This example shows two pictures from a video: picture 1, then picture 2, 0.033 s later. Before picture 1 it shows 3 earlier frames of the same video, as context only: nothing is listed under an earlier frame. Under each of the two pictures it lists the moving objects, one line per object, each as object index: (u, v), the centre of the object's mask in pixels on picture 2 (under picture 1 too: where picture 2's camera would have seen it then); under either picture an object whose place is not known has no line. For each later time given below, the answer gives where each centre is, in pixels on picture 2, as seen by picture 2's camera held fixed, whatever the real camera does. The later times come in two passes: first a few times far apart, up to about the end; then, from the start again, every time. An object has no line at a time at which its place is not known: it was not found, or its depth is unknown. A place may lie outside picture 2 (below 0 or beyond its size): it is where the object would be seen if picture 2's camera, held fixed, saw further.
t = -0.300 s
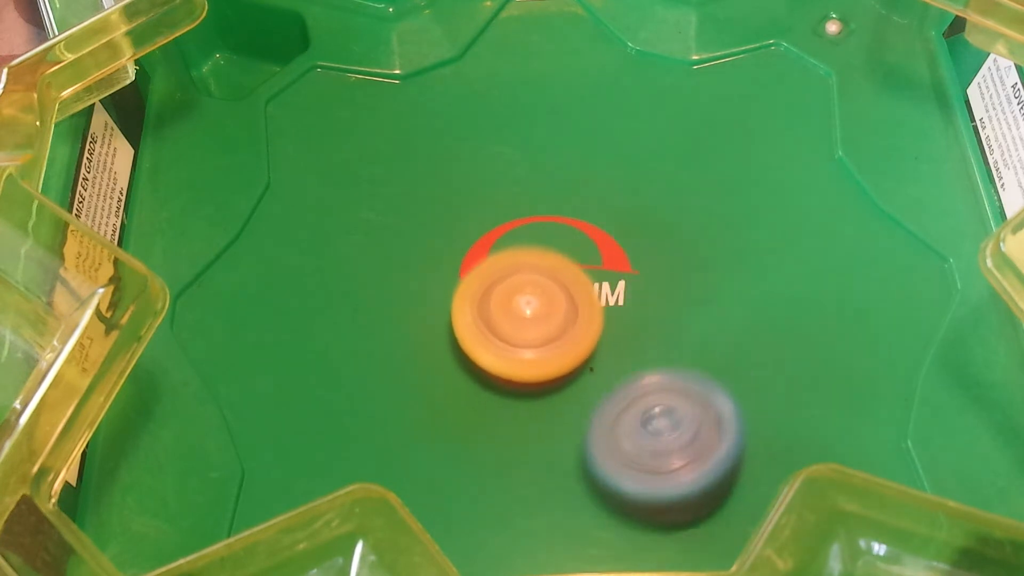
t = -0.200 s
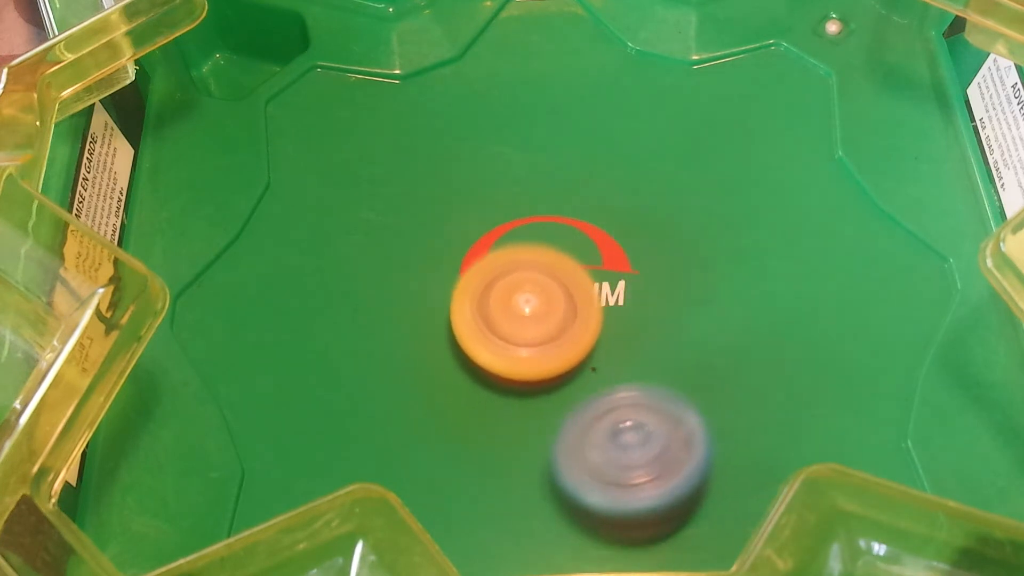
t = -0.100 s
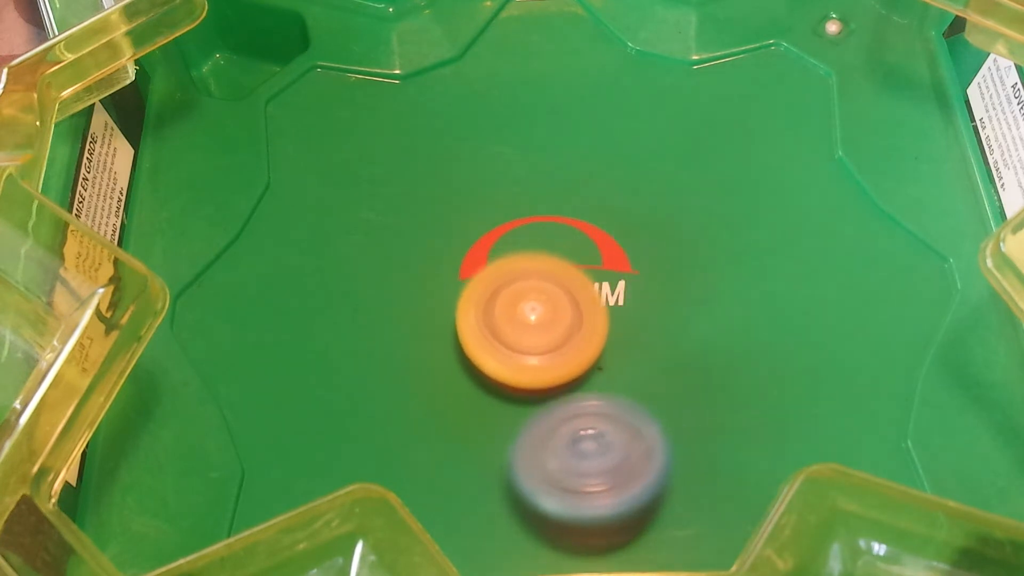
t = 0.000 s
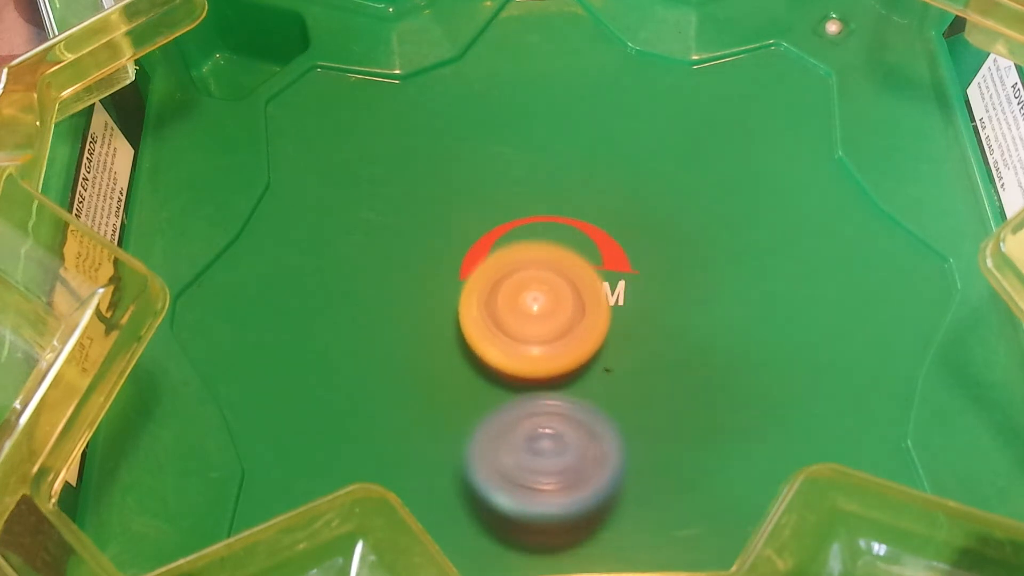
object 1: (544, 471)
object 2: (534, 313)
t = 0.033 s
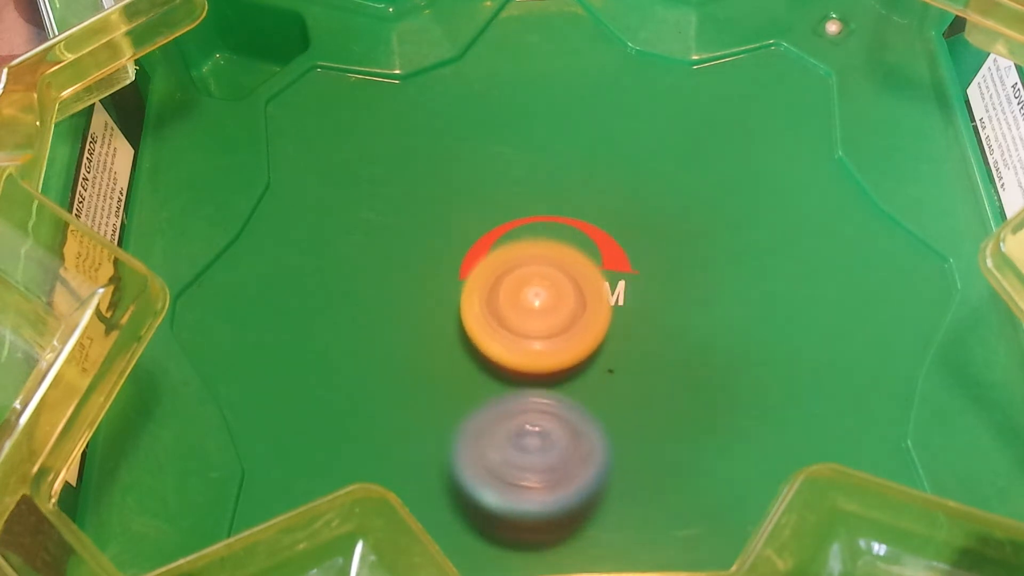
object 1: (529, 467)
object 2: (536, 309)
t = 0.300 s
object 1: (436, 407)
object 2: (550, 305)
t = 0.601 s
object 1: (402, 302)
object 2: (583, 281)
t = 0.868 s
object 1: (428, 209)
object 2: (589, 303)
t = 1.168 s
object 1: (504, 157)
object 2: (649, 321)
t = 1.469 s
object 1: (607, 183)
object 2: (612, 320)
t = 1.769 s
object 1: (689, 262)
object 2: (555, 373)
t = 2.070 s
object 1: (699, 374)
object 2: (527, 382)
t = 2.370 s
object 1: (638, 453)
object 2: (444, 353)
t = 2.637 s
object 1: (528, 448)
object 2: (446, 314)
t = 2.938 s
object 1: (427, 435)
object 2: (487, 178)
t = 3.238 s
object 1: (422, 347)
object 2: (525, 134)
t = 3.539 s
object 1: (444, 277)
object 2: (640, 191)
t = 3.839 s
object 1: (500, 273)
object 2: (739, 272)
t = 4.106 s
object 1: (576, 289)
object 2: (719, 377)
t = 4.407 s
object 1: (633, 309)
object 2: (594, 472)
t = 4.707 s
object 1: (627, 330)
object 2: (445, 442)
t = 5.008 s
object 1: (563, 347)
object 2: (391, 323)
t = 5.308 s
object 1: (499, 342)
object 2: (451, 206)
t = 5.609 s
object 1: (478, 322)
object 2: (572, 161)
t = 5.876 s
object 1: (509, 295)
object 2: (665, 210)
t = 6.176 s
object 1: (525, 266)
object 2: (704, 345)
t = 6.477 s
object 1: (520, 288)
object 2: (617, 447)
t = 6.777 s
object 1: (568, 316)
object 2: (472, 426)
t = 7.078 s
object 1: (598, 337)
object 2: (411, 306)
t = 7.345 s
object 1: (596, 331)
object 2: (460, 209)
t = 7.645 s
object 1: (548, 320)
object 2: (582, 186)
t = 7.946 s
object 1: (479, 371)
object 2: (709, 231)
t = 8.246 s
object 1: (466, 364)
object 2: (688, 367)
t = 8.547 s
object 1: (507, 304)
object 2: (536, 470)
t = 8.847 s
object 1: (569, 260)
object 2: (417, 404)
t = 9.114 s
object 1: (630, 273)
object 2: (427, 269)
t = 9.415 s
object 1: (638, 330)
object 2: (554, 176)
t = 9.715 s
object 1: (566, 363)
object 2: (682, 227)
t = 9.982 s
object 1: (500, 332)
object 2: (685, 360)
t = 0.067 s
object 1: (514, 464)
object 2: (538, 305)
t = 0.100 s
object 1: (501, 458)
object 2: (541, 303)
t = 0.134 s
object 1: (487, 452)
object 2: (546, 303)
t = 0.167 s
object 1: (474, 445)
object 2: (552, 303)
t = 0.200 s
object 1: (463, 437)
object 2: (554, 304)
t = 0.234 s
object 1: (453, 428)
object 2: (553, 304)
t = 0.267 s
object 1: (444, 418)
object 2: (551, 304)
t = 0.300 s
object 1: (436, 407)
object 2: (550, 305)
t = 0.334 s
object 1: (428, 397)
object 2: (553, 307)
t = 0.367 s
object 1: (421, 386)
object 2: (557, 304)
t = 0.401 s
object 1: (415, 374)
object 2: (561, 301)
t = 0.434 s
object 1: (410, 362)
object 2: (566, 299)
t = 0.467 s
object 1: (406, 350)
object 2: (571, 295)
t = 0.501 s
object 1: (403, 338)
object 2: (577, 292)
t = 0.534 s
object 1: (402, 326)
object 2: (580, 289)
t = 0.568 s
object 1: (402, 313)
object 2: (582, 286)
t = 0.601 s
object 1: (402, 302)
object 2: (583, 281)
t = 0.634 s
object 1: (404, 290)
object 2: (583, 279)
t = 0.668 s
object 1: (406, 278)
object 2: (576, 280)
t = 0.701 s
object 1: (409, 267)
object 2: (571, 282)
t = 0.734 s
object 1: (413, 255)
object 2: (567, 285)
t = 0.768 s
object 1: (418, 246)
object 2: (565, 286)
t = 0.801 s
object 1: (422, 233)
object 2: (568, 291)
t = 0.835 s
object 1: (423, 221)
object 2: (579, 298)
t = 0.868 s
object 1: (428, 209)
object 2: (589, 303)
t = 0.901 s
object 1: (433, 200)
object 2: (598, 308)
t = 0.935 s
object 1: (440, 191)
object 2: (606, 311)
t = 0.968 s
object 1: (447, 184)
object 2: (614, 314)
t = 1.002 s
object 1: (456, 176)
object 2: (621, 316)
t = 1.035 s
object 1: (464, 171)
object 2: (628, 317)
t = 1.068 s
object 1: (473, 166)
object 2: (635, 320)
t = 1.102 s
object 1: (483, 162)
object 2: (641, 320)
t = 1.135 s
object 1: (494, 159)
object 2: (646, 320)
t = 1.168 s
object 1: (504, 157)
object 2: (649, 321)
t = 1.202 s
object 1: (516, 156)
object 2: (649, 318)
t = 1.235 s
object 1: (527, 156)
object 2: (650, 316)
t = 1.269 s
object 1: (538, 157)
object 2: (648, 315)
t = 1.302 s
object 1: (550, 159)
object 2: (644, 313)
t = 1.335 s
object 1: (562, 162)
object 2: (640, 313)
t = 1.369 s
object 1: (574, 166)
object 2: (634, 314)
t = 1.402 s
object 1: (586, 172)
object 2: (627, 315)
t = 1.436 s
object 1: (596, 177)
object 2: (621, 318)
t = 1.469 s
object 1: (607, 183)
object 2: (612, 320)
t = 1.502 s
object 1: (619, 190)
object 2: (604, 325)
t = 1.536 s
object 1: (631, 196)
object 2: (595, 335)
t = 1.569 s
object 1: (641, 203)
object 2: (586, 343)
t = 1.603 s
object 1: (651, 211)
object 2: (579, 350)
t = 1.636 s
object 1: (660, 220)
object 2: (573, 356)
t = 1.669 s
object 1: (669, 230)
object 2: (567, 362)
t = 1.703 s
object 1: (677, 240)
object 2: (563, 366)
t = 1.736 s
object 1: (683, 251)
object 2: (559, 370)
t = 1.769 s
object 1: (689, 262)
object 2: (555, 373)
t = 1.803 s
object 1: (694, 274)
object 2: (551, 376)
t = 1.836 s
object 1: (698, 286)
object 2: (548, 379)
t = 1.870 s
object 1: (700, 299)
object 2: (545, 380)
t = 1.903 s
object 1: (701, 312)
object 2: (542, 381)
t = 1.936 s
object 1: (703, 323)
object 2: (540, 382)
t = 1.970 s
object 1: (702, 337)
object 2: (538, 383)
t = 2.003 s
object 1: (700, 350)
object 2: (537, 383)
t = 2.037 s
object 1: (698, 361)
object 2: (537, 383)
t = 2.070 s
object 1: (699, 374)
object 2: (527, 382)
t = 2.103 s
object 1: (699, 386)
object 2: (514, 380)
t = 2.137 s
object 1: (697, 397)
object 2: (503, 377)
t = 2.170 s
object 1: (692, 408)
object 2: (493, 375)
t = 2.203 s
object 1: (686, 418)
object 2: (482, 372)
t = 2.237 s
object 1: (678, 427)
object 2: (473, 368)
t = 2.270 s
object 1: (670, 435)
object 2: (464, 365)
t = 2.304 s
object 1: (660, 443)
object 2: (456, 362)
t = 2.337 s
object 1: (649, 448)
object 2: (449, 358)
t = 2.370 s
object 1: (638, 453)
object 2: (444, 353)
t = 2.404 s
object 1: (625, 456)
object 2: (440, 350)
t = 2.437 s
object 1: (612, 459)
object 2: (438, 346)
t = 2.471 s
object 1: (598, 460)
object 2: (437, 341)
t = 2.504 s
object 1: (584, 460)
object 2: (437, 337)
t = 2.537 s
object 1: (570, 459)
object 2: (437, 333)
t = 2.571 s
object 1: (556, 457)
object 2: (439, 328)
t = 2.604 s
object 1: (542, 453)
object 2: (442, 321)
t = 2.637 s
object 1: (528, 448)
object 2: (446, 314)
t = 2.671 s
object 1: (514, 442)
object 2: (451, 307)
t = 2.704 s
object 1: (502, 436)
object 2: (456, 299)
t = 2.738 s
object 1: (490, 434)
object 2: (461, 288)
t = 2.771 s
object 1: (475, 447)
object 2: (468, 259)
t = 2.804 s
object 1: (461, 452)
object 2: (475, 233)
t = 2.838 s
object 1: (451, 450)
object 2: (481, 218)
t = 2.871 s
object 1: (442, 446)
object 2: (483, 203)
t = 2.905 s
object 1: (434, 441)
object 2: (485, 190)
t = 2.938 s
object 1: (427, 435)
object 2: (487, 178)
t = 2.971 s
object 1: (422, 428)
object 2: (490, 167)
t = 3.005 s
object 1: (417, 421)
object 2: (493, 157)
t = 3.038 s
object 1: (414, 413)
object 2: (496, 150)
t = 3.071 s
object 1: (413, 403)
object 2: (499, 144)
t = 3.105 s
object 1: (412, 392)
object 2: (502, 140)
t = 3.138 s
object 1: (413, 381)
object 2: (507, 136)
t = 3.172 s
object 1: (415, 370)
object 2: (513, 134)
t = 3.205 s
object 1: (418, 359)
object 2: (519, 133)
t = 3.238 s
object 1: (422, 347)
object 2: (525, 134)
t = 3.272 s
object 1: (427, 336)
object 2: (532, 137)
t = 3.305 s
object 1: (433, 325)
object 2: (540, 141)
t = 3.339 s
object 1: (440, 314)
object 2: (549, 147)
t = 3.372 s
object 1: (447, 305)
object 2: (557, 155)
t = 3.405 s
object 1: (454, 295)
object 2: (565, 163)
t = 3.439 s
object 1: (463, 285)
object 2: (574, 175)
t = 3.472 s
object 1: (470, 276)
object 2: (583, 184)
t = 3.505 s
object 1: (456, 275)
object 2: (611, 188)
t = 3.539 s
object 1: (444, 277)
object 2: (640, 191)
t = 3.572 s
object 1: (442, 277)
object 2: (661, 197)
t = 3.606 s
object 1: (445, 276)
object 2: (677, 205)
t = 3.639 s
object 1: (450, 275)
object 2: (689, 212)
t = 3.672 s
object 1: (457, 274)
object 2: (700, 220)
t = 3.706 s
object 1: (464, 273)
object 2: (711, 229)
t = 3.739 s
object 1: (472, 273)
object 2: (720, 238)
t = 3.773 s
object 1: (481, 272)
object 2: (728, 249)
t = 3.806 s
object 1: (490, 272)
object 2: (734, 260)
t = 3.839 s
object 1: (500, 273)
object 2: (739, 272)
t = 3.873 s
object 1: (509, 275)
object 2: (742, 285)
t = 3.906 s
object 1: (518, 276)
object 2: (743, 297)
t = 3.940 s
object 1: (528, 277)
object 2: (743, 310)
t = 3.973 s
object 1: (538, 278)
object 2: (742, 325)
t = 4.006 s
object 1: (549, 280)
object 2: (739, 339)
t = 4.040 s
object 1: (558, 282)
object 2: (734, 351)
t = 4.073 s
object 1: (567, 285)
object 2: (727, 365)
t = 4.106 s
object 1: (576, 289)
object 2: (719, 377)
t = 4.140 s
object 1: (585, 293)
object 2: (709, 389)
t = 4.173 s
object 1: (593, 296)
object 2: (697, 401)
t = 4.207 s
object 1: (600, 296)
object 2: (686, 416)
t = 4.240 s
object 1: (607, 298)
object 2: (672, 431)
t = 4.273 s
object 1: (613, 300)
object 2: (658, 443)
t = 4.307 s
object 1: (619, 302)
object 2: (643, 452)
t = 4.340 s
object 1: (624, 305)
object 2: (627, 461)
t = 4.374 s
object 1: (629, 307)
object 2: (611, 467)
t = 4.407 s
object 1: (633, 309)
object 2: (594, 472)
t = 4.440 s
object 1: (635, 312)
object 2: (576, 476)
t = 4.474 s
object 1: (637, 314)
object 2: (559, 477)
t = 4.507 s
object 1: (638, 316)
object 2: (542, 477)
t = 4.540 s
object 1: (638, 318)
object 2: (524, 475)
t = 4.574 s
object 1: (637, 320)
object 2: (507, 472)
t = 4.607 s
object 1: (636, 322)
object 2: (490, 467)
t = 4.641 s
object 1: (634, 325)
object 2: (474, 460)
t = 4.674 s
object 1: (631, 327)
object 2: (459, 452)
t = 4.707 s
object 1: (627, 330)
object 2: (445, 442)
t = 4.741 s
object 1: (622, 333)
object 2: (433, 431)
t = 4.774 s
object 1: (616, 335)
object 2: (421, 420)
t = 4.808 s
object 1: (609, 338)
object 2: (412, 408)
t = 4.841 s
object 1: (602, 339)
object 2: (404, 395)
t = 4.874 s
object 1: (595, 341)
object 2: (398, 381)
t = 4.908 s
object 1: (587, 343)
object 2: (394, 366)
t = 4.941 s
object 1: (580, 345)
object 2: (392, 352)
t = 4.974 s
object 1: (572, 346)
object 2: (390, 337)
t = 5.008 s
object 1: (563, 347)
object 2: (391, 323)
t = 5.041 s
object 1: (556, 348)
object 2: (393, 308)
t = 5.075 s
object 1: (548, 349)
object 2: (396, 293)
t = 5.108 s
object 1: (540, 349)
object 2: (401, 279)
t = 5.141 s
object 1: (532, 349)
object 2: (406, 266)
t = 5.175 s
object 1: (525, 348)
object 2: (413, 252)
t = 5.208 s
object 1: (517, 347)
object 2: (420, 239)
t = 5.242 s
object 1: (511, 345)
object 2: (429, 227)
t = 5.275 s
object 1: (504, 344)
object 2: (440, 216)
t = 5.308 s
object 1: (499, 342)
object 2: (451, 206)
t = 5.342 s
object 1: (494, 341)
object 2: (462, 197)
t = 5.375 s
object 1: (489, 339)
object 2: (474, 189)
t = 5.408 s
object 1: (485, 337)
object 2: (487, 181)
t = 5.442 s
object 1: (482, 335)
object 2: (501, 175)
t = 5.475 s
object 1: (479, 333)
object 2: (515, 169)
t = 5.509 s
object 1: (477, 331)
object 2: (529, 165)
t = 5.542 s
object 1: (477, 328)
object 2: (543, 162)
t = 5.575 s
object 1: (477, 325)
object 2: (558, 161)
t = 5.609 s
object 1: (478, 322)
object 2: (572, 161)
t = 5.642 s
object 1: (480, 318)
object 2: (586, 162)
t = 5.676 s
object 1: (483, 315)
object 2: (600, 165)
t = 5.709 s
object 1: (486, 312)
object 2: (612, 169)
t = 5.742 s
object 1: (490, 309)
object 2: (624, 175)
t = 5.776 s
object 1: (494, 305)
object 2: (636, 182)
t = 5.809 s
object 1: (499, 302)
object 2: (647, 190)
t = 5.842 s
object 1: (504, 299)
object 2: (656, 200)
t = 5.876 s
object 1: (509, 295)
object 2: (665, 210)
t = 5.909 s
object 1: (515, 292)
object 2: (673, 221)
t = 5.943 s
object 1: (520, 289)
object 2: (680, 234)
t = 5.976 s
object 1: (526, 286)
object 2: (685, 248)
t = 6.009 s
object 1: (532, 283)
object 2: (689, 262)
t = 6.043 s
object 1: (537, 279)
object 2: (691, 277)
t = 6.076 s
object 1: (542, 277)
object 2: (694, 292)
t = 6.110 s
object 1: (535, 273)
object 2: (701, 311)
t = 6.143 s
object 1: (529, 269)
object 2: (705, 328)
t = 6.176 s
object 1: (525, 266)
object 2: (704, 345)
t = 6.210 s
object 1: (520, 263)
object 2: (701, 360)
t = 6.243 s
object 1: (519, 264)
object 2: (696, 375)
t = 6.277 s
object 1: (519, 269)
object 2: (690, 389)
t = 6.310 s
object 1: (518, 272)
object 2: (682, 402)
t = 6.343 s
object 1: (519, 275)
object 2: (672, 414)
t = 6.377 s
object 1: (521, 280)
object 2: (661, 424)
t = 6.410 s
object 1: (524, 281)
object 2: (647, 434)
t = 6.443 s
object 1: (523, 284)
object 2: (633, 442)
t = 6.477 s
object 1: (520, 288)
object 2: (617, 447)
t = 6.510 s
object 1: (523, 291)
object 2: (601, 452)
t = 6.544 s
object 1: (526, 295)
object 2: (583, 454)
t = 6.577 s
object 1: (532, 299)
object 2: (566, 455)
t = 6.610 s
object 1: (540, 301)
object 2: (548, 454)
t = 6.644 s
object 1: (544, 306)
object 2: (531, 451)
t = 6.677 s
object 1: (551, 308)
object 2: (514, 446)
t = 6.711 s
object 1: (559, 311)
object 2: (499, 441)
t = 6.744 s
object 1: (563, 314)
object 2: (485, 434)
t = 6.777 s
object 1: (568, 316)
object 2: (472, 426)
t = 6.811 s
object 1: (570, 318)
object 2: (459, 416)
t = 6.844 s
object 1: (575, 322)
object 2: (448, 405)
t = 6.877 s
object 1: (577, 326)
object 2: (437, 392)
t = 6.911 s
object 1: (580, 328)
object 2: (428, 378)
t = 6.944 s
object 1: (584, 330)
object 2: (421, 364)
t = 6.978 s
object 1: (588, 332)
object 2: (416, 350)
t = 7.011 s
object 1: (591, 334)
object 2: (413, 335)
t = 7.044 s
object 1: (595, 336)
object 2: (411, 321)
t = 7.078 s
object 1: (598, 337)
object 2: (411, 306)
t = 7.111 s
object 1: (600, 338)
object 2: (413, 291)
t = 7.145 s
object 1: (602, 338)
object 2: (416, 276)
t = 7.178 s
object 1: (603, 338)
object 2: (421, 261)
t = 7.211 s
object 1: (603, 337)
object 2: (426, 248)
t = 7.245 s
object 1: (603, 336)
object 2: (433, 237)
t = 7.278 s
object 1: (602, 335)
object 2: (441, 227)
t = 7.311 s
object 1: (599, 333)
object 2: (449, 218)
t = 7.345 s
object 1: (596, 331)
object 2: (460, 209)
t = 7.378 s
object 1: (593, 330)
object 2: (472, 201)
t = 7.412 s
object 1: (589, 328)
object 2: (485, 194)
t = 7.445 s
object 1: (584, 326)
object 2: (497, 189)
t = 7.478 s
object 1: (579, 324)
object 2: (511, 185)
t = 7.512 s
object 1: (573, 322)
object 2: (525, 183)
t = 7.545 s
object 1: (568, 320)
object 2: (537, 181)
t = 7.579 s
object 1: (561, 321)
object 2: (552, 182)
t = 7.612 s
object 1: (553, 320)
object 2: (567, 183)
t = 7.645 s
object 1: (548, 320)
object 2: (582, 186)
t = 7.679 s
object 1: (537, 328)
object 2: (599, 186)
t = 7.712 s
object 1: (524, 341)
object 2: (621, 182)
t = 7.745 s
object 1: (515, 347)
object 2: (641, 183)
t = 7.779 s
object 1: (510, 353)
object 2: (656, 187)
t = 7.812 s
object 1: (503, 359)
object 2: (669, 192)
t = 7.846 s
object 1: (497, 363)
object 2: (681, 199)
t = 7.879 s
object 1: (490, 367)
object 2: (691, 208)
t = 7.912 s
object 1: (484, 370)
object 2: (701, 219)
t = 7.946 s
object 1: (479, 371)
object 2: (709, 231)
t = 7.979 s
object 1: (474, 373)
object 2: (715, 244)
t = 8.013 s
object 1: (469, 375)
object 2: (718, 257)
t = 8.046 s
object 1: (465, 375)
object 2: (720, 270)
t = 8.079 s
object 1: (462, 375)
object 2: (720, 286)
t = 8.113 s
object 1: (461, 374)
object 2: (717, 304)
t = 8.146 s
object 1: (461, 372)
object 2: (713, 320)
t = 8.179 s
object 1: (461, 370)
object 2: (706, 335)
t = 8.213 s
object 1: (463, 368)
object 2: (698, 351)
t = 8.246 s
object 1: (466, 364)
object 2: (688, 367)
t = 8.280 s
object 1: (470, 359)
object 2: (675, 383)
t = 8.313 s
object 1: (474, 355)
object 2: (660, 399)
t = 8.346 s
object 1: (480, 350)
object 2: (642, 412)
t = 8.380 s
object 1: (486, 346)
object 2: (624, 422)
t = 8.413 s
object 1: (490, 339)
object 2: (609, 433)
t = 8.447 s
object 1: (495, 329)
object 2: (593, 448)
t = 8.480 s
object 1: (498, 320)
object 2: (574, 462)
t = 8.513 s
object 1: (502, 312)
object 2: (554, 468)
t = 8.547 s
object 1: (507, 304)
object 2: (536, 470)
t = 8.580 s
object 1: (511, 298)
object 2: (521, 471)
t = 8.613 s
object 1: (517, 291)
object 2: (503, 470)
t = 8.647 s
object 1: (522, 283)
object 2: (486, 466)
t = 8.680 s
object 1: (529, 276)
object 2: (471, 459)
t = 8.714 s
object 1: (537, 271)
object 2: (458, 452)
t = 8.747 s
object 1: (544, 267)
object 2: (445, 442)
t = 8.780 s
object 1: (552, 264)
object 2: (433, 429)
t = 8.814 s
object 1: (560, 263)
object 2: (424, 416)
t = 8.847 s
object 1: (569, 260)
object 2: (417, 404)
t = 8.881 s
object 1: (577, 260)
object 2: (412, 387)
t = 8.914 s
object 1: (586, 258)
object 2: (408, 370)
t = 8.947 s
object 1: (594, 259)
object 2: (406, 352)
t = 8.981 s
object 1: (603, 259)
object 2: (407, 337)
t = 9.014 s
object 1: (611, 261)
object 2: (410, 319)
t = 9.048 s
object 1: (618, 263)
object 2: (414, 300)
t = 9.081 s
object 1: (625, 268)
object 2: (420, 283)
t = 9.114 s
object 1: (630, 273)
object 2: (427, 269)
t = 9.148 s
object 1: (636, 277)
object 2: (439, 253)
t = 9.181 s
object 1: (640, 283)
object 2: (450, 236)
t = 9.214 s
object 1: (643, 289)
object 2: (460, 224)
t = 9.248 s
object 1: (645, 295)
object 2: (474, 214)
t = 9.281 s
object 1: (645, 302)
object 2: (491, 202)
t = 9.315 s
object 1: (645, 309)
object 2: (506, 192)
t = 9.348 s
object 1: (644, 316)
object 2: (520, 186)
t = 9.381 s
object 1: (641, 323)
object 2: (536, 181)
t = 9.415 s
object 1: (638, 330)
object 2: (554, 176)
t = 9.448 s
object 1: (633, 337)
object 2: (570, 175)
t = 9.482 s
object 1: (627, 343)
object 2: (585, 176)
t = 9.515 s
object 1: (621, 348)
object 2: (602, 177)
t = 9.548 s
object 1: (612, 352)
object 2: (617, 180)
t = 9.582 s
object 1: (605, 357)
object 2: (633, 187)
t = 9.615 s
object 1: (596, 360)
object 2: (647, 194)
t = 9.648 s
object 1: (586, 362)
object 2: (659, 202)
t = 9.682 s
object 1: (576, 363)
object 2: (670, 213)
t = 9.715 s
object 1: (566, 363)
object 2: (682, 227)
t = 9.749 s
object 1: (556, 363)
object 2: (690, 239)
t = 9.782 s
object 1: (547, 361)
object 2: (695, 252)
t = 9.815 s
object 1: (538, 359)
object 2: (698, 270)
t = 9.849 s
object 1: (529, 354)
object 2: (701, 288)
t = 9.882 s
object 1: (520, 349)
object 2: (700, 304)
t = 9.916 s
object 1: (513, 344)
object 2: (698, 321)
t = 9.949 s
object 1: (505, 338)
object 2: (693, 341)
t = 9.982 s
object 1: (500, 332)
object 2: (685, 360)
